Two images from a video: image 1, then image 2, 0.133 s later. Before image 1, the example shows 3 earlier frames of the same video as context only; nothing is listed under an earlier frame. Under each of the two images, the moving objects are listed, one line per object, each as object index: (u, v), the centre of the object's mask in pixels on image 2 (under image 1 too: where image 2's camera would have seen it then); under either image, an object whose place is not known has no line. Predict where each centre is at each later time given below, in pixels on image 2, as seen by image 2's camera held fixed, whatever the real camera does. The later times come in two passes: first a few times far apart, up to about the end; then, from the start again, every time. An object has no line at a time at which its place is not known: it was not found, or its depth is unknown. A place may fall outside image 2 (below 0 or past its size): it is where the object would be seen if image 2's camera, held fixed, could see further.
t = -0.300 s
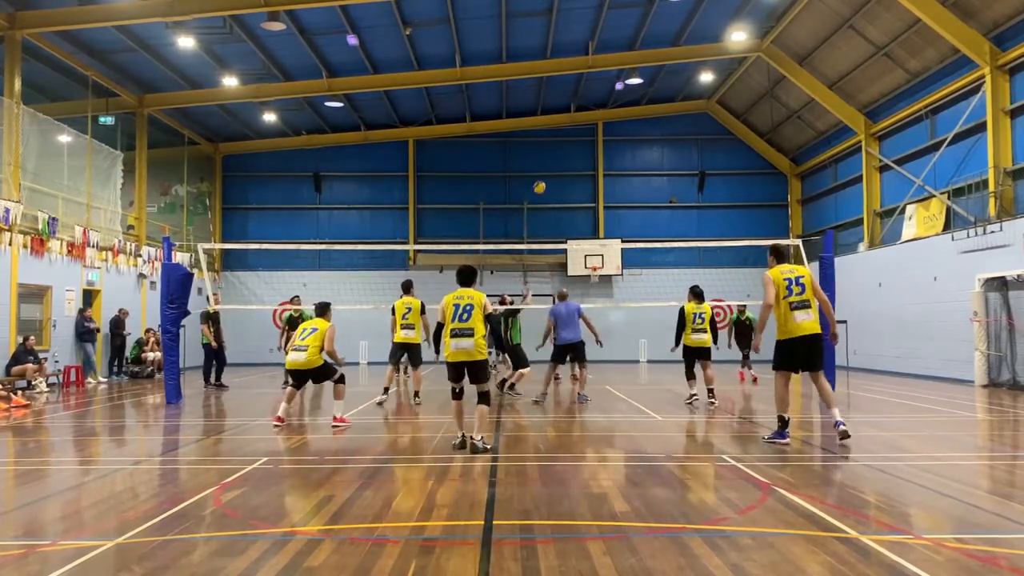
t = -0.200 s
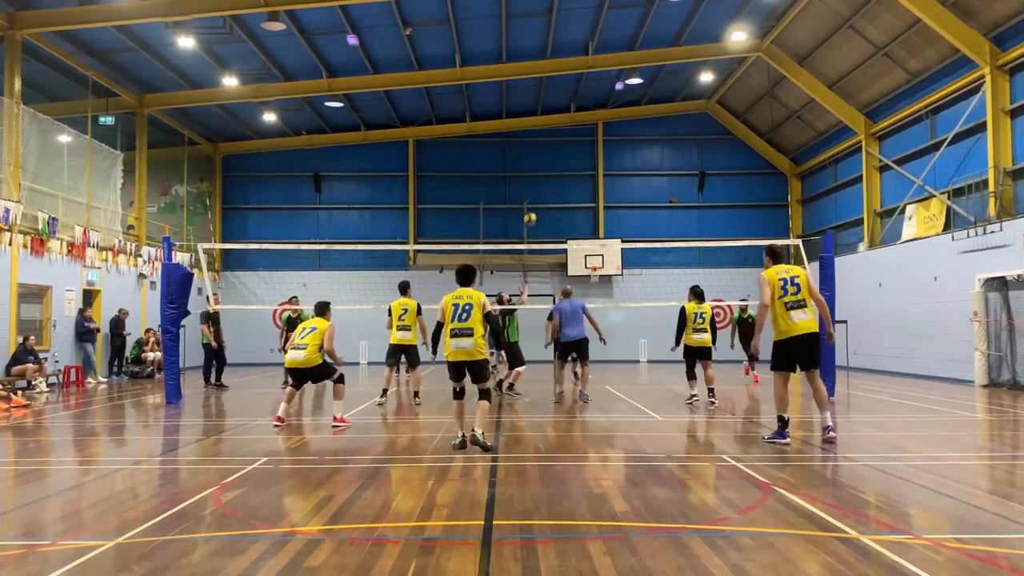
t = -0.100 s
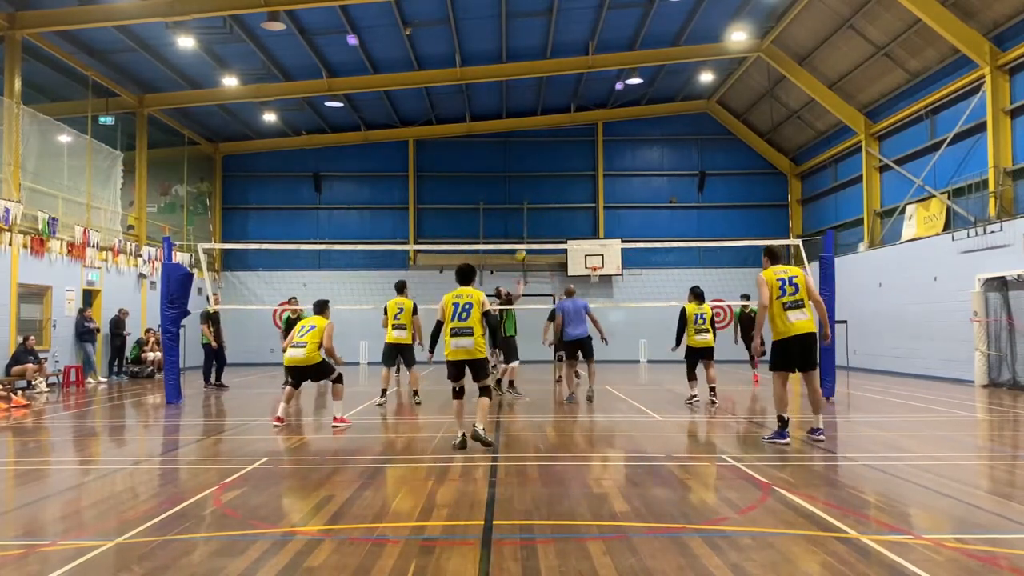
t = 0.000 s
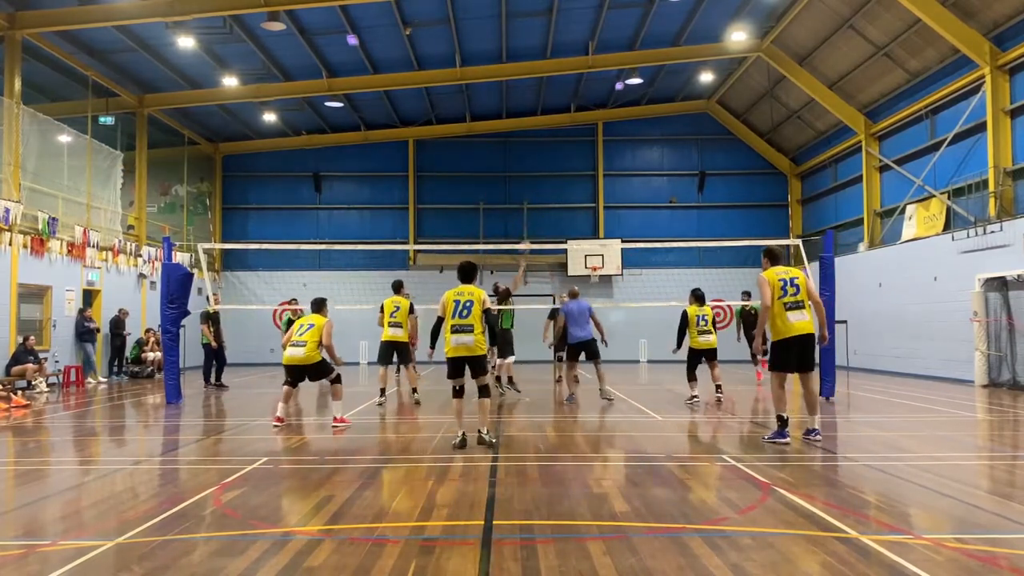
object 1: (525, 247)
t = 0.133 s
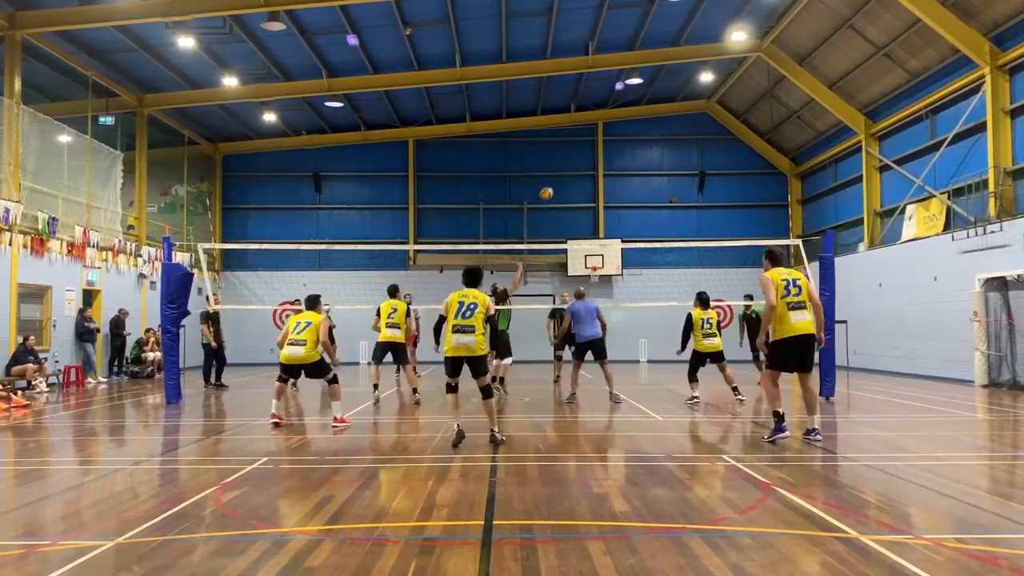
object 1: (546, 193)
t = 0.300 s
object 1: (573, 142)
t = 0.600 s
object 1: (618, 90)
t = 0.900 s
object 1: (663, 92)
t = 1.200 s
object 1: (705, 145)
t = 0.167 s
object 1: (552, 181)
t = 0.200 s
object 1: (557, 170)
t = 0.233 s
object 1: (562, 160)
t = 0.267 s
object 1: (567, 150)
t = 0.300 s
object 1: (573, 142)
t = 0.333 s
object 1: (578, 133)
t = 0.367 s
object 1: (583, 126)
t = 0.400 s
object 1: (588, 119)
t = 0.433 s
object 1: (594, 112)
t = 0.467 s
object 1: (598, 106)
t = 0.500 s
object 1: (603, 102)
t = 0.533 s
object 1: (608, 98)
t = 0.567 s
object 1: (613, 94)
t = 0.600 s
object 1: (618, 90)
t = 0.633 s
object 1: (622, 88)
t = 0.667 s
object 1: (629, 87)
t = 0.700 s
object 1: (633, 86)
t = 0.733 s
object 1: (638, 85)
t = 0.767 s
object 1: (643, 85)
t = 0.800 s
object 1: (648, 86)
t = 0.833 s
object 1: (653, 87)
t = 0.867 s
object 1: (658, 90)
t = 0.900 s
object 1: (663, 92)
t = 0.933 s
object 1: (667, 96)
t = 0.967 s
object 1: (672, 99)
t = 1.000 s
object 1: (677, 104)
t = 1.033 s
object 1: (682, 109)
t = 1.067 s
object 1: (686, 115)
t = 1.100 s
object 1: (691, 122)
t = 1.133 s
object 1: (696, 129)
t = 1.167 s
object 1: (700, 137)
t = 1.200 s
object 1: (705, 145)
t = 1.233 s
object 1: (709, 154)
